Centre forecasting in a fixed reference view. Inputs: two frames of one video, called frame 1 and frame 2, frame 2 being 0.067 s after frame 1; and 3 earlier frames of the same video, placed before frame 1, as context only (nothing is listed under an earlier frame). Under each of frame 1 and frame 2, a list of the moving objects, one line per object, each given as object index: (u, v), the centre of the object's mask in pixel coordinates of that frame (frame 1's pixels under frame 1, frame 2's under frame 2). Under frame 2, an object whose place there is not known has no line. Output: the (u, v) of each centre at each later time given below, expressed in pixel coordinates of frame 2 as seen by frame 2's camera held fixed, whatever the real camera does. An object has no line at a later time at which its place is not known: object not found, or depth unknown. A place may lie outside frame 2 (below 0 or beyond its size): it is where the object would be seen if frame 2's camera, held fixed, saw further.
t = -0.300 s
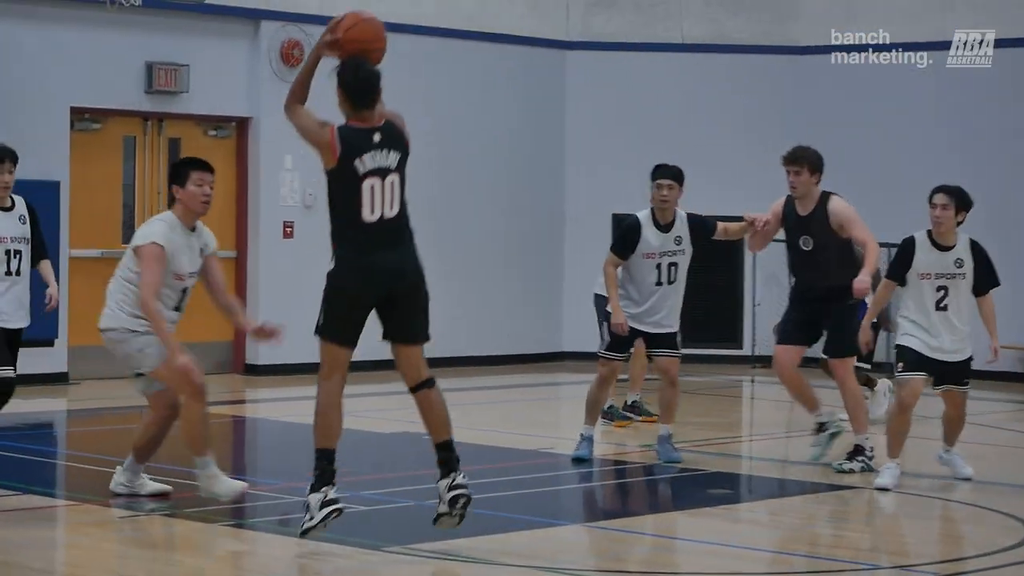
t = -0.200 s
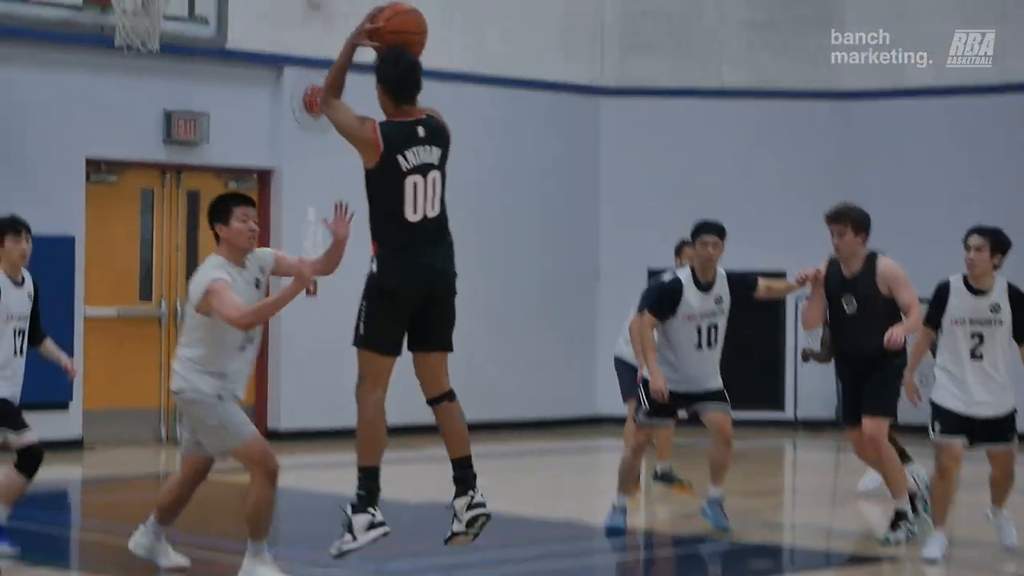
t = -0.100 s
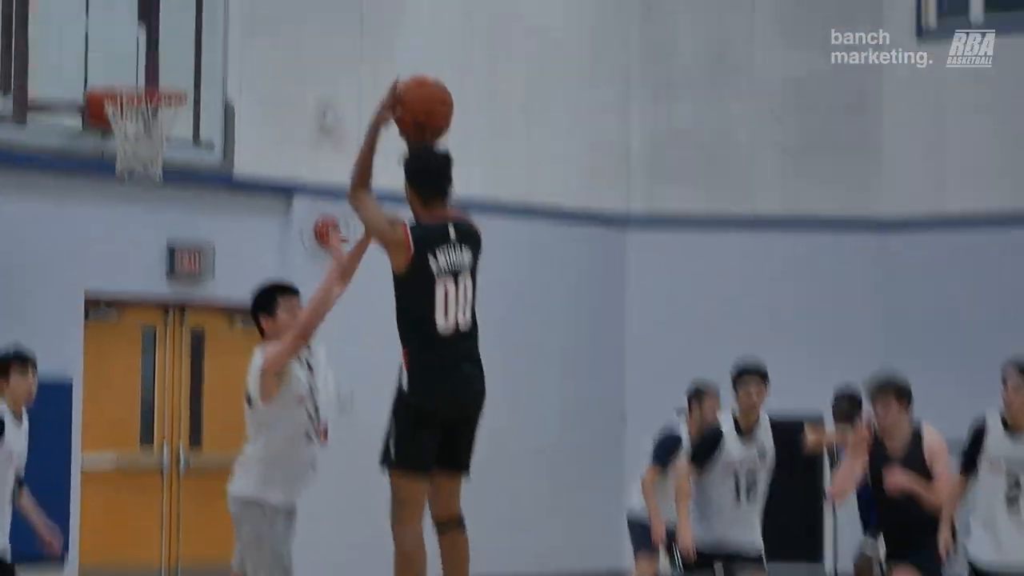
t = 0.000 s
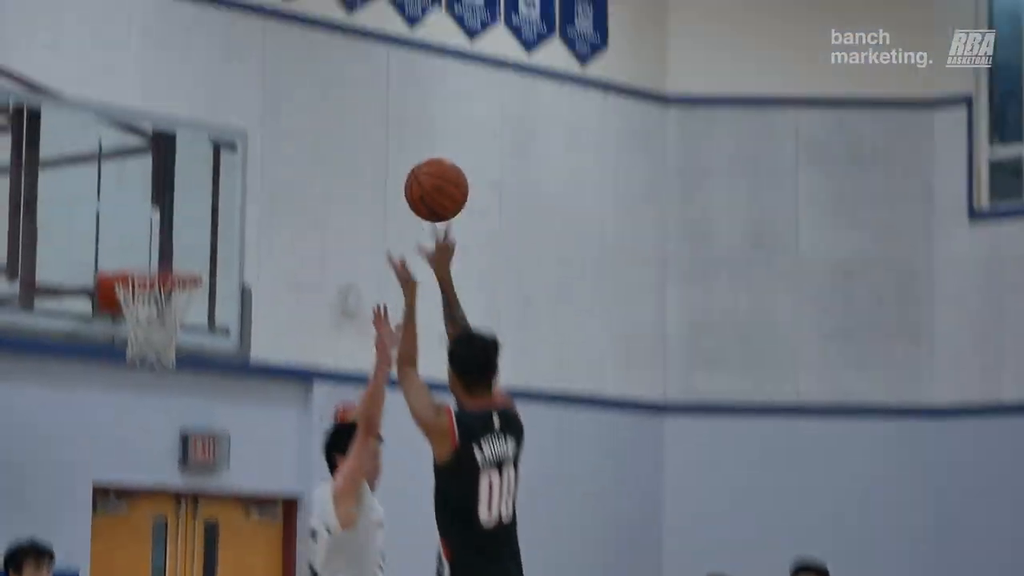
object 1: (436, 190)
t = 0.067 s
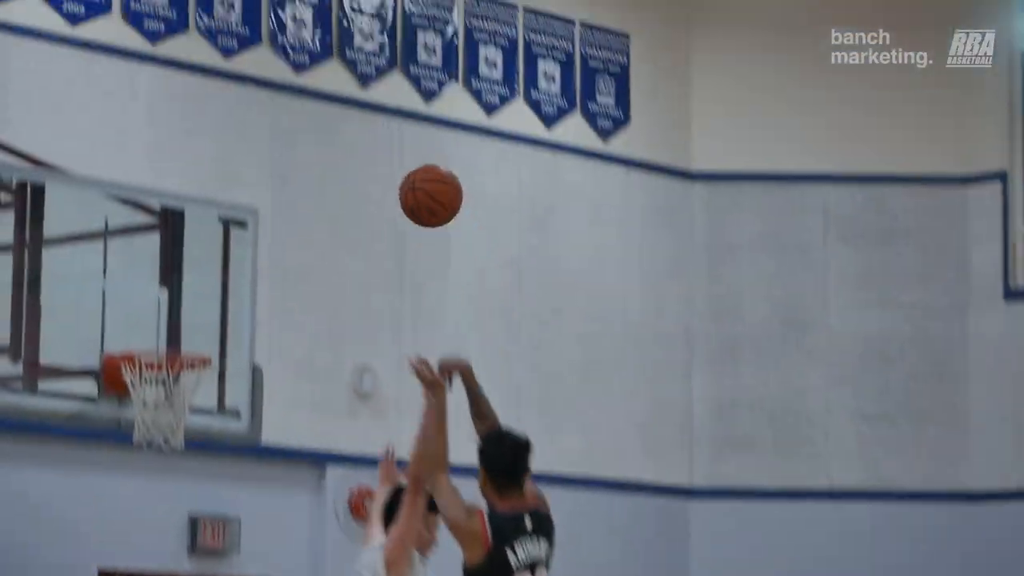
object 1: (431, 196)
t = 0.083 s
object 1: (426, 180)
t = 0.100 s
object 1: (421, 167)
